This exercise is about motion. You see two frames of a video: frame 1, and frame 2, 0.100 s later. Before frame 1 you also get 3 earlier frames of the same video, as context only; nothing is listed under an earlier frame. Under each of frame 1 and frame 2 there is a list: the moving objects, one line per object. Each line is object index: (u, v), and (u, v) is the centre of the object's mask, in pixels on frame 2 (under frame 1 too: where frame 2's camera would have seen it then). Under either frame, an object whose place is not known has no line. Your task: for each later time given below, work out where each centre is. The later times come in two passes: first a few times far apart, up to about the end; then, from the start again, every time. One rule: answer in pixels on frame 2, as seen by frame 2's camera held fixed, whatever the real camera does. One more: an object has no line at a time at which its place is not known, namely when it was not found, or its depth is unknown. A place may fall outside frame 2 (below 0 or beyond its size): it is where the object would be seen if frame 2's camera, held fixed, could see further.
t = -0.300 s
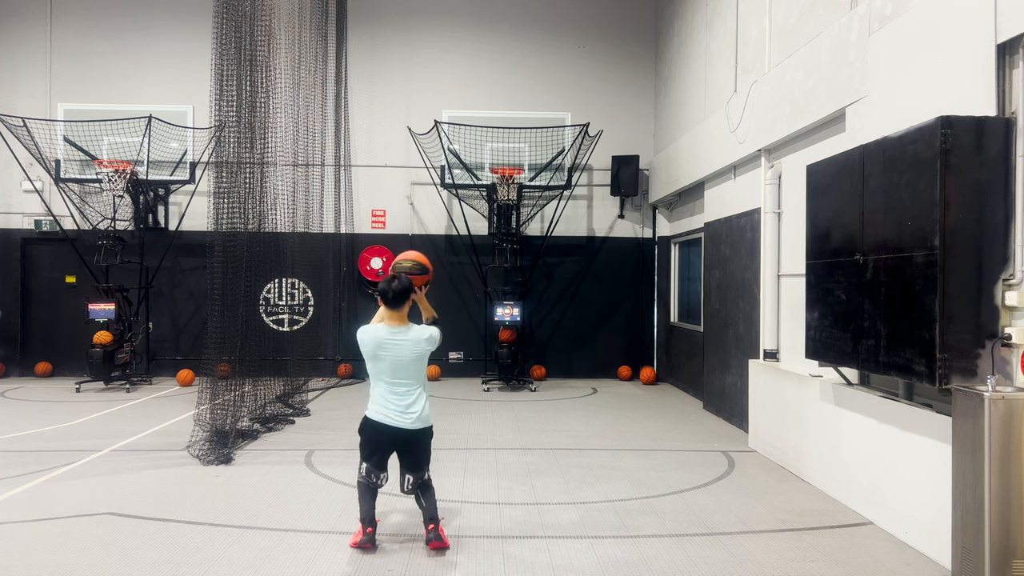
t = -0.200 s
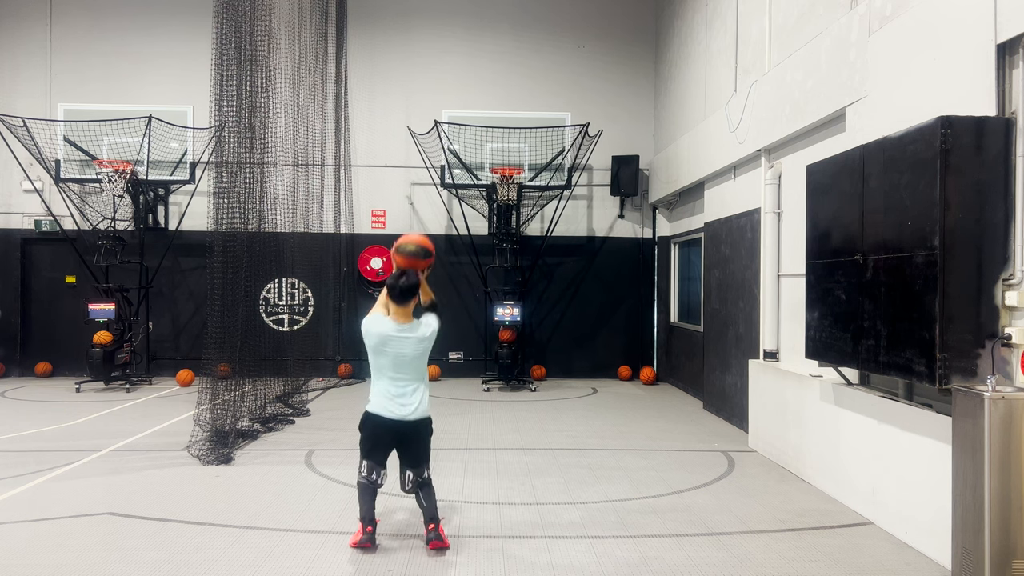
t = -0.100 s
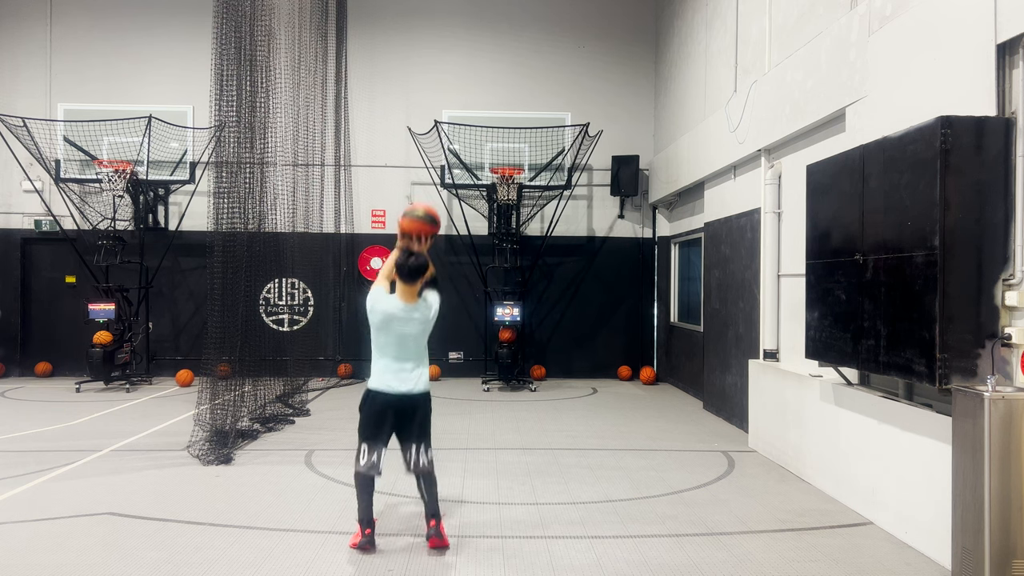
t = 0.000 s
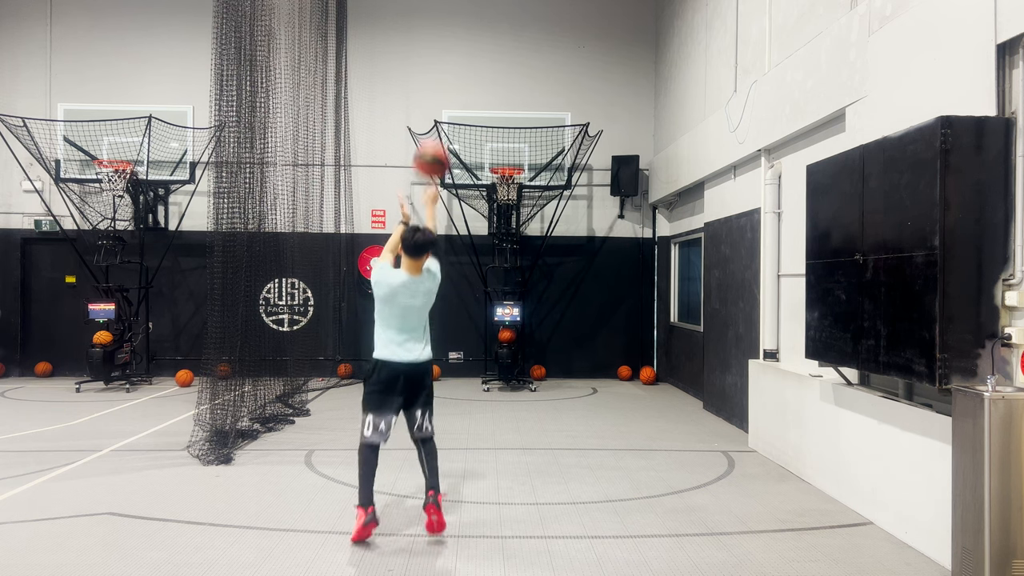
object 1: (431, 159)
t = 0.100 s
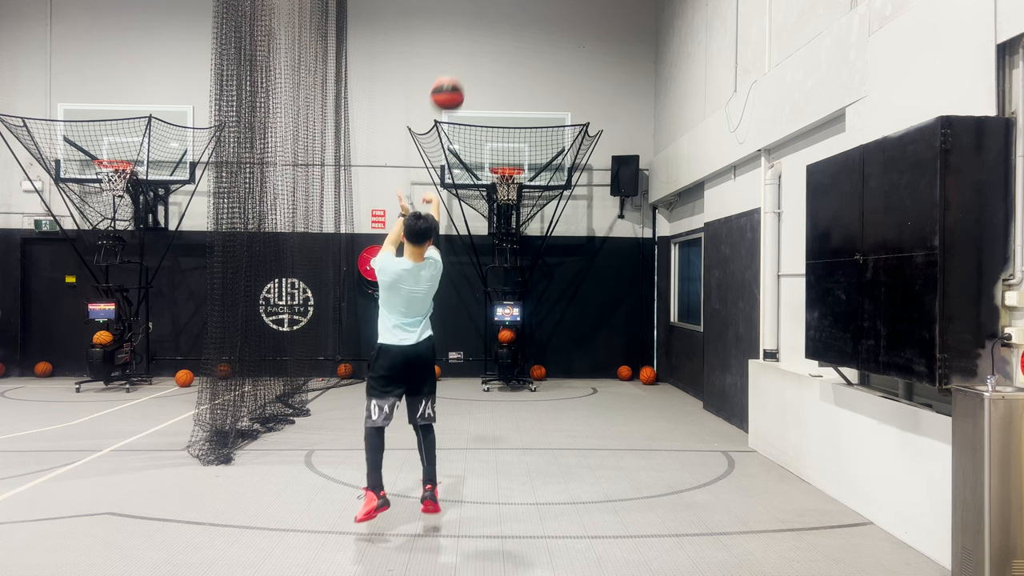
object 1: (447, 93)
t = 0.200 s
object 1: (460, 52)
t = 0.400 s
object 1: (479, 19)
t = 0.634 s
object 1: (494, 34)
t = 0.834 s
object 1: (504, 78)
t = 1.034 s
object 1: (511, 141)
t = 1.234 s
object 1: (502, 180)
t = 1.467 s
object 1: (511, 179)
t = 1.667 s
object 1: (503, 205)
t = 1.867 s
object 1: (504, 226)
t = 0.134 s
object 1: (452, 77)
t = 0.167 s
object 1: (456, 64)
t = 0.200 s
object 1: (460, 52)
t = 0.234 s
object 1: (463, 42)
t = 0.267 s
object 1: (467, 35)
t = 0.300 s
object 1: (470, 28)
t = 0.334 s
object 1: (473, 23)
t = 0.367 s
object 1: (476, 21)
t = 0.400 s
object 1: (479, 19)
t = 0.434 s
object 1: (481, 17)
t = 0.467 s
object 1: (484, 19)
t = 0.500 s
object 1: (486, 20)
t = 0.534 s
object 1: (488, 20)
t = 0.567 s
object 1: (491, 25)
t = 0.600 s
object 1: (493, 30)
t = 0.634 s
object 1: (494, 34)
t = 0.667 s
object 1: (496, 39)
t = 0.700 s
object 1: (498, 46)
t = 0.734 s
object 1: (500, 54)
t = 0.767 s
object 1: (501, 61)
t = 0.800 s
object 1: (503, 69)
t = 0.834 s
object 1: (504, 78)
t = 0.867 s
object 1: (505, 88)
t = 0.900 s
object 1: (507, 98)
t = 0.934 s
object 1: (508, 108)
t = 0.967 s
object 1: (509, 119)
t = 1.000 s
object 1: (510, 130)
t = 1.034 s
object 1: (511, 141)
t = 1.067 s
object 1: (513, 154)
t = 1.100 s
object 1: (516, 165)
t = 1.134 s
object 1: (510, 177)
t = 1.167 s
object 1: (504, 179)
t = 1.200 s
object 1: (500, 182)
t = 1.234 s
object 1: (502, 180)
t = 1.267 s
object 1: (508, 179)
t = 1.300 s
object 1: (507, 180)
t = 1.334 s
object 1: (509, 181)
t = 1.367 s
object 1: (512, 179)
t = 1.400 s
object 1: (514, 177)
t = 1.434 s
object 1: (512, 178)
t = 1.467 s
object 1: (511, 179)
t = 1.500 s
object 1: (509, 178)
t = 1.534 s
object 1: (511, 182)
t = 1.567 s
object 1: (505, 178)
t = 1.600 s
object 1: (507, 190)
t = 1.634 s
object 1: (506, 199)
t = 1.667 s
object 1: (503, 205)
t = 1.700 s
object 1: (504, 206)
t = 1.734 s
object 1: (504, 208)
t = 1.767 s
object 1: (504, 211)
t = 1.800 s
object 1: (504, 215)
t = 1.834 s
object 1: (504, 220)
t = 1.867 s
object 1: (504, 226)
